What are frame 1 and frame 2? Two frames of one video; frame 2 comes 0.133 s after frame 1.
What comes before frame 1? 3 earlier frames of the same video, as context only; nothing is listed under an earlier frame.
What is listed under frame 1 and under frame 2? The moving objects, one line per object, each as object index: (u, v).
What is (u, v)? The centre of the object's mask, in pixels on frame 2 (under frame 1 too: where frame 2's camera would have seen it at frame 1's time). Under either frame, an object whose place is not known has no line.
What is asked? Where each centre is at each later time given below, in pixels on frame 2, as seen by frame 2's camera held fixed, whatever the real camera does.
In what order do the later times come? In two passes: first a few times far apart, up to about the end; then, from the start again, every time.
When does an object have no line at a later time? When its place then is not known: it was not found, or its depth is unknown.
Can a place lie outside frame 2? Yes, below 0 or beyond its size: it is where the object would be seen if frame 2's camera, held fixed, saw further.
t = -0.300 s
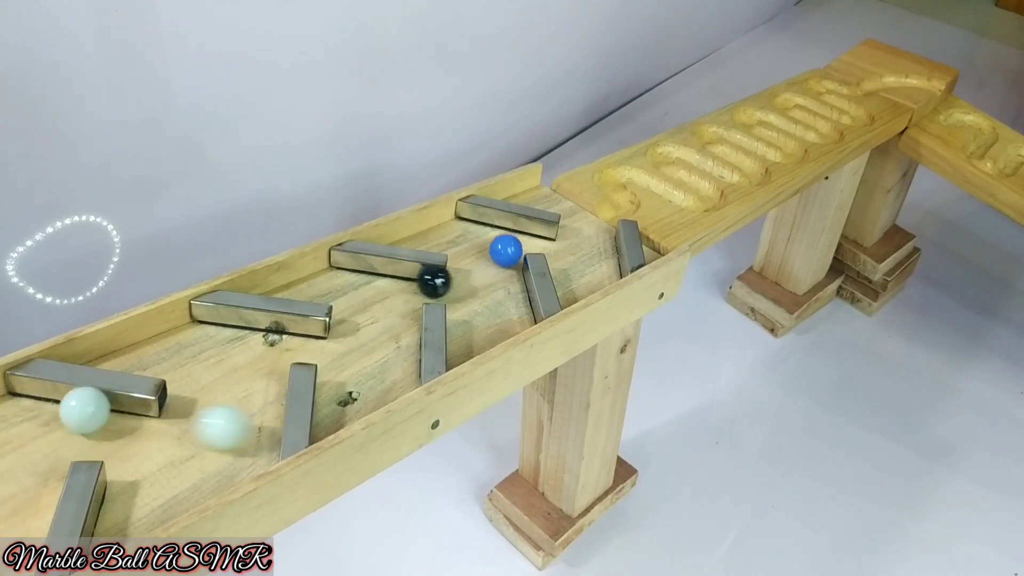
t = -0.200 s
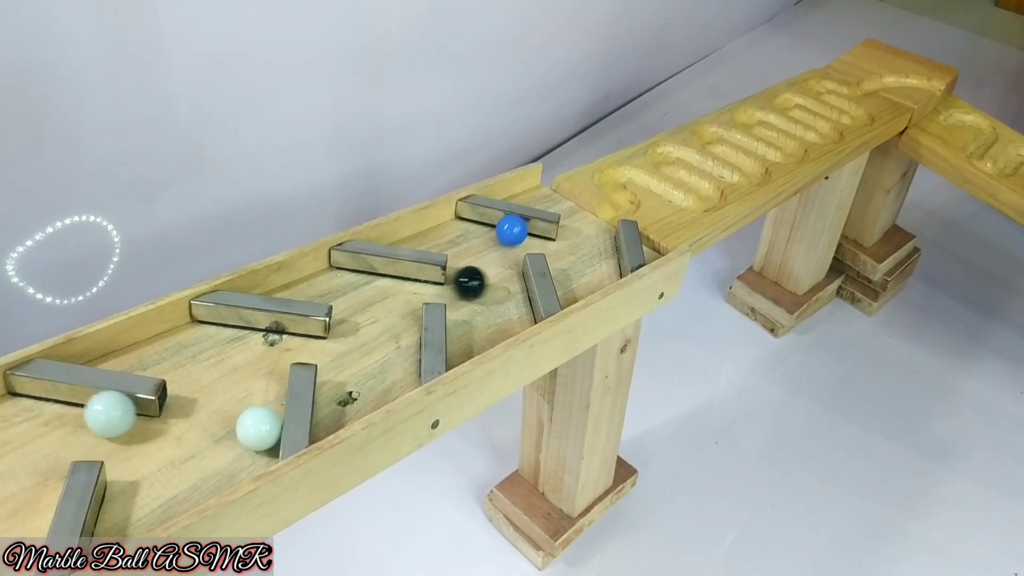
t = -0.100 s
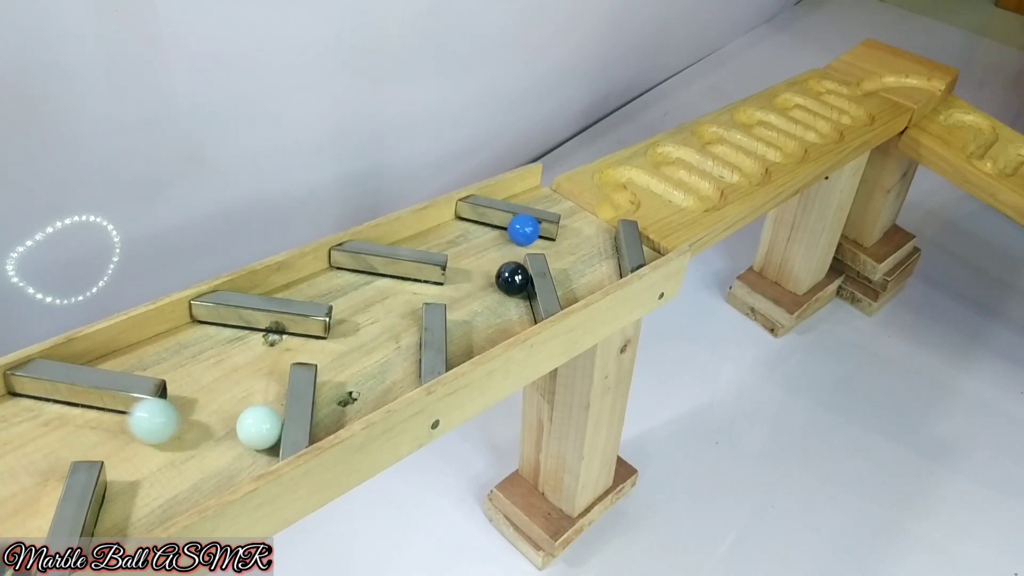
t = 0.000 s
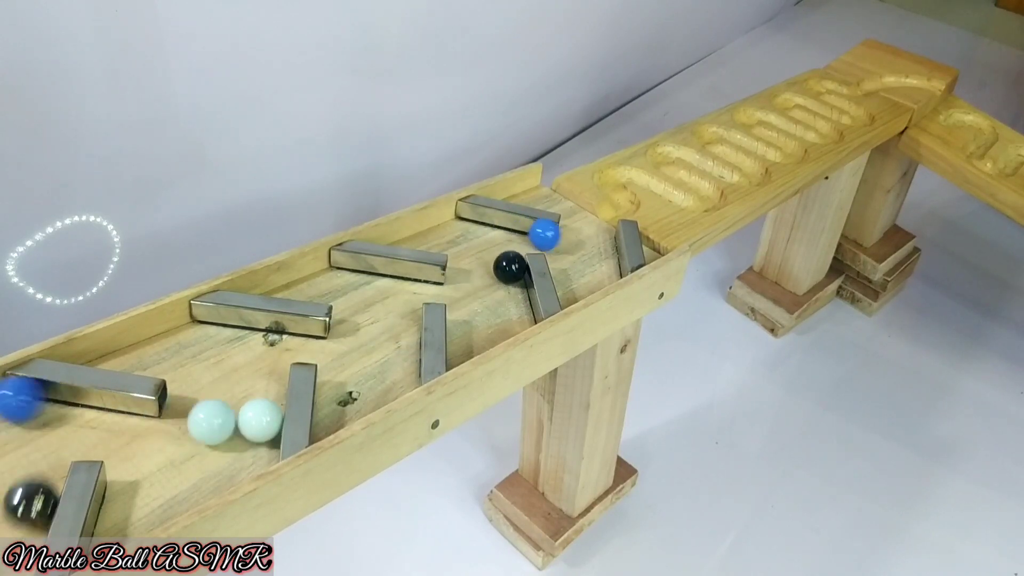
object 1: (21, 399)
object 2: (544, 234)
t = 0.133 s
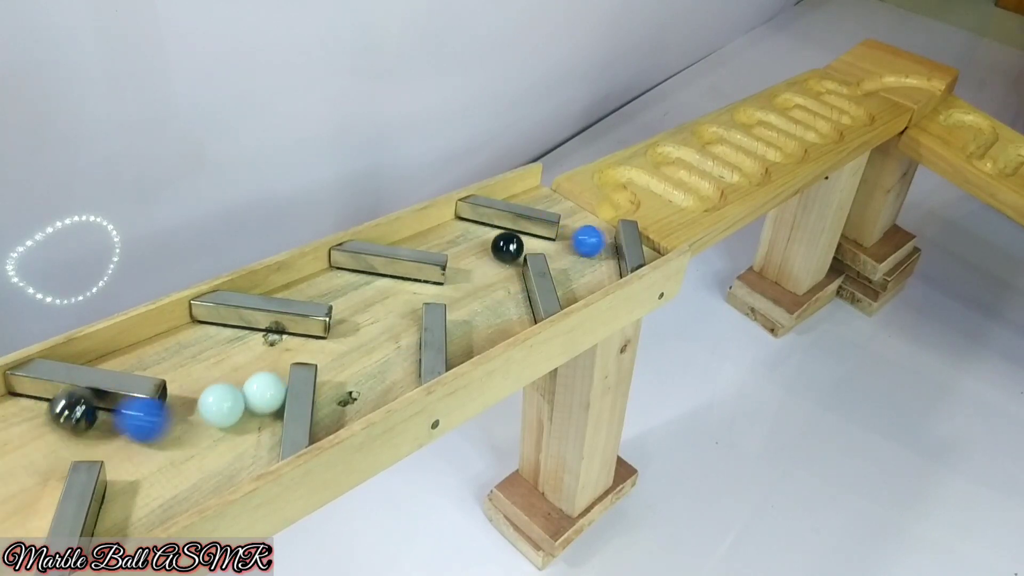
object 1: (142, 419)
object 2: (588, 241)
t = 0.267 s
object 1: (247, 431)
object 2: (603, 233)
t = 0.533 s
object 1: (265, 388)
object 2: (624, 203)
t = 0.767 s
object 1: (293, 335)
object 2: (637, 173)
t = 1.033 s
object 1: (402, 330)
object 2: (711, 188)
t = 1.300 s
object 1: (411, 294)
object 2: (662, 151)
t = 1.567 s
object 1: (477, 277)
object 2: (755, 175)
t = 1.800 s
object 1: (508, 249)
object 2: (707, 136)
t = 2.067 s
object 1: (604, 235)
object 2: (769, 149)
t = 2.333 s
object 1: (625, 196)
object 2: (761, 127)
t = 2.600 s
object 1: (669, 188)
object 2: (792, 124)
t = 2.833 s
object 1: (692, 176)
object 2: (818, 119)
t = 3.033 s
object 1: (663, 150)
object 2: (784, 98)
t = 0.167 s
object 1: (181, 424)
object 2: (603, 241)
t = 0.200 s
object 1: (223, 428)
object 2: (604, 239)
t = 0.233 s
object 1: (256, 430)
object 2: (604, 237)
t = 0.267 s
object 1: (247, 431)
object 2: (603, 233)
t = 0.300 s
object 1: (248, 429)
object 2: (603, 230)
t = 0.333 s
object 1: (253, 426)
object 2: (602, 226)
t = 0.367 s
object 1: (260, 421)
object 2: (602, 221)
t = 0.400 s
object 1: (261, 415)
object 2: (602, 215)
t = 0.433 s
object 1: (262, 410)
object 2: (604, 209)
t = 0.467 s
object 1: (263, 403)
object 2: (610, 208)
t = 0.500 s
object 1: (264, 396)
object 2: (615, 206)
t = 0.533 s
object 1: (265, 388)
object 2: (624, 203)
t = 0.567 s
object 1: (267, 379)
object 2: (625, 198)
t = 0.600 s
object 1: (268, 370)
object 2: (619, 190)
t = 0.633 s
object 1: (269, 359)
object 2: (611, 183)
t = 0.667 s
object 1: (274, 348)
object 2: (608, 178)
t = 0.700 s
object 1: (281, 336)
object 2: (613, 173)
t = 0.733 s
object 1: (286, 335)
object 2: (622, 170)
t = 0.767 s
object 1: (293, 335)
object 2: (637, 173)
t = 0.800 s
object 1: (304, 335)
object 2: (650, 178)
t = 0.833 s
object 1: (318, 336)
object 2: (661, 184)
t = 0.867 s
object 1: (334, 338)
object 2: (673, 190)
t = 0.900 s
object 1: (353, 339)
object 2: (684, 197)
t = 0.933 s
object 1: (375, 339)
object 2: (697, 200)
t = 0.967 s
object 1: (399, 338)
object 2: (709, 200)
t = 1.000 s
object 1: (402, 334)
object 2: (713, 196)
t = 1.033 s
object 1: (402, 330)
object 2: (711, 188)
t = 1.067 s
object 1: (402, 325)
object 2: (702, 181)
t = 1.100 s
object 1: (402, 320)
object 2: (691, 175)
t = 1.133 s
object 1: (402, 314)
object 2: (682, 170)
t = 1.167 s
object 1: (403, 307)
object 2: (673, 165)
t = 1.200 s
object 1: (404, 300)
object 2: (665, 161)
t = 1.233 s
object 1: (405, 298)
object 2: (661, 156)
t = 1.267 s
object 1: (407, 296)
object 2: (660, 154)
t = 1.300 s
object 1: (411, 294)
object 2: (662, 151)
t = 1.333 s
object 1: (418, 292)
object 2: (674, 148)
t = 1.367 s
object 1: (427, 288)
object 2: (688, 150)
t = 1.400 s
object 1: (438, 285)
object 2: (700, 156)
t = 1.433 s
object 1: (452, 283)
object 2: (709, 161)
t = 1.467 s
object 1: (468, 282)
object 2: (721, 168)
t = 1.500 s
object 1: (476, 281)
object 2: (732, 173)
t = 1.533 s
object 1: (475, 279)
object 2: (745, 176)
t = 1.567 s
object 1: (477, 277)
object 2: (755, 175)
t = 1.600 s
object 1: (479, 274)
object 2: (758, 171)
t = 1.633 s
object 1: (480, 271)
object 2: (754, 164)
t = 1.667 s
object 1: (482, 267)
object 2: (743, 157)
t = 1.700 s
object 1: (485, 262)
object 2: (731, 151)
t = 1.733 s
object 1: (491, 258)
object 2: (722, 146)
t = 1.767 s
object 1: (498, 254)
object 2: (713, 141)
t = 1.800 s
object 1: (508, 249)
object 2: (707, 136)
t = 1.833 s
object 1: (518, 246)
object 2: (705, 134)
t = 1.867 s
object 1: (531, 244)
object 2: (706, 132)
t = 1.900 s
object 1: (546, 245)
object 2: (711, 131)
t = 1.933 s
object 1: (561, 247)
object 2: (724, 130)
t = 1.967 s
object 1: (578, 246)
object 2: (736, 134)
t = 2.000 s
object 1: (598, 245)
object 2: (747, 139)
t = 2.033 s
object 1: (604, 240)
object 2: (758, 144)
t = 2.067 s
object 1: (604, 235)
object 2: (769, 149)
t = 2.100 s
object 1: (603, 230)
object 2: (779, 153)
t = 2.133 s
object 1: (604, 223)
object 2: (791, 154)
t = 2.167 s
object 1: (602, 215)
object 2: (796, 153)
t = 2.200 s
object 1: (603, 210)
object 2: (796, 147)
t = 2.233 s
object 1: (609, 207)
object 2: (789, 141)
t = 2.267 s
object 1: (616, 206)
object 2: (779, 135)
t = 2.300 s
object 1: (625, 202)
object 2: (769, 131)
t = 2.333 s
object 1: (625, 196)
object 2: (761, 127)
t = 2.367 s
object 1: (617, 188)
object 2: (753, 123)
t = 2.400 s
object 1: (609, 181)
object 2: (748, 118)
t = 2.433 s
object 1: (609, 175)
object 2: (746, 116)
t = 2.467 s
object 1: (616, 171)
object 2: (749, 113)
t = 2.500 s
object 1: (631, 171)
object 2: (759, 112)
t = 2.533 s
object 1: (646, 175)
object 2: (772, 115)
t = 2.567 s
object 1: (658, 182)
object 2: (782, 120)
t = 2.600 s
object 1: (669, 188)
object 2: (792, 124)
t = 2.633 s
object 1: (681, 195)
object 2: (802, 128)
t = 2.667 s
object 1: (694, 199)
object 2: (812, 133)
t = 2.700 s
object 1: (706, 200)
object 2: (823, 135)
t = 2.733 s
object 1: (713, 197)
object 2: (831, 134)
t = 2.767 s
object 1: (712, 191)
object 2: (833, 132)
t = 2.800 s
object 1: (704, 182)
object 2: (829, 126)
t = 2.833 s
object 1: (692, 176)
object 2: (818, 119)
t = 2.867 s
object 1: (683, 170)
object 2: (808, 114)
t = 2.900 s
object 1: (673, 166)
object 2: (799, 110)
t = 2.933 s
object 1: (666, 161)
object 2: (790, 106)
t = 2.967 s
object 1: (661, 156)
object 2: (784, 101)
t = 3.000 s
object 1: (660, 153)
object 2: (782, 100)
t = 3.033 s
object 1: (663, 150)
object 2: (784, 98)
